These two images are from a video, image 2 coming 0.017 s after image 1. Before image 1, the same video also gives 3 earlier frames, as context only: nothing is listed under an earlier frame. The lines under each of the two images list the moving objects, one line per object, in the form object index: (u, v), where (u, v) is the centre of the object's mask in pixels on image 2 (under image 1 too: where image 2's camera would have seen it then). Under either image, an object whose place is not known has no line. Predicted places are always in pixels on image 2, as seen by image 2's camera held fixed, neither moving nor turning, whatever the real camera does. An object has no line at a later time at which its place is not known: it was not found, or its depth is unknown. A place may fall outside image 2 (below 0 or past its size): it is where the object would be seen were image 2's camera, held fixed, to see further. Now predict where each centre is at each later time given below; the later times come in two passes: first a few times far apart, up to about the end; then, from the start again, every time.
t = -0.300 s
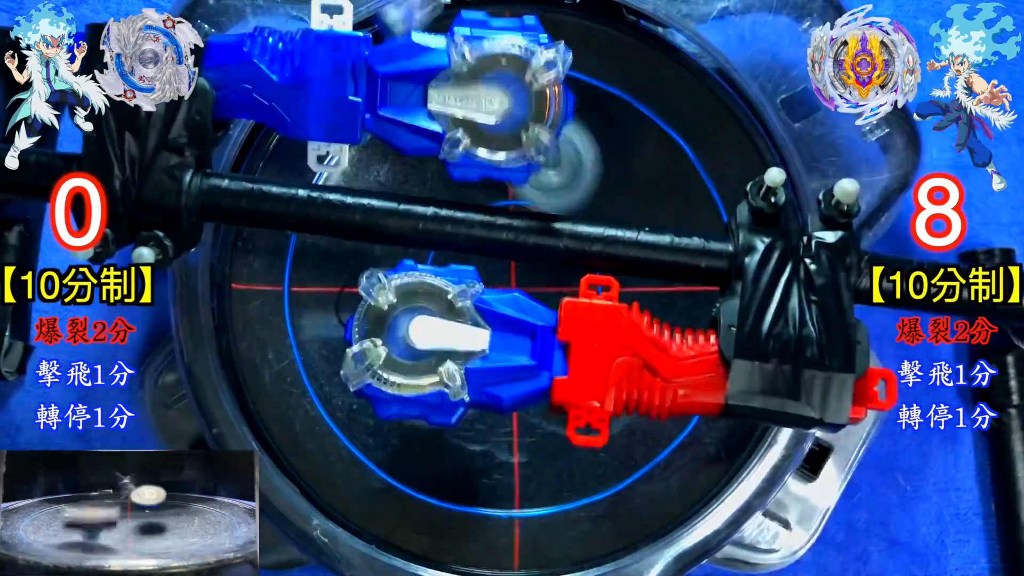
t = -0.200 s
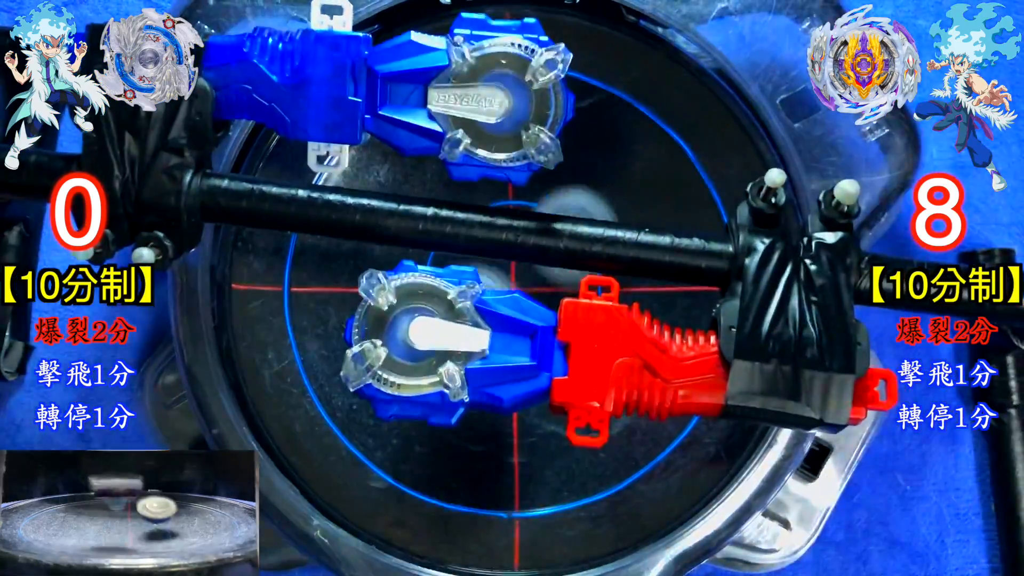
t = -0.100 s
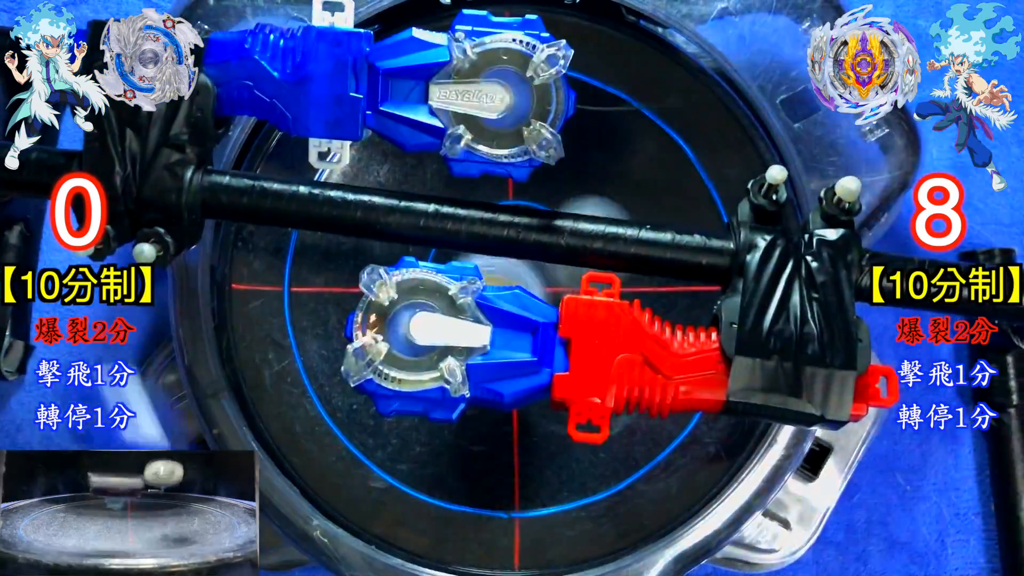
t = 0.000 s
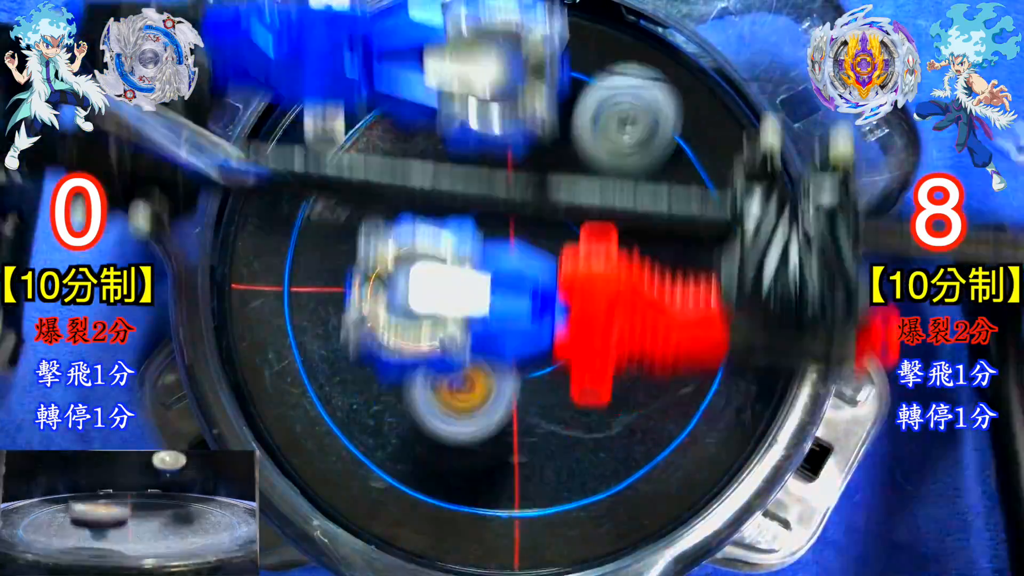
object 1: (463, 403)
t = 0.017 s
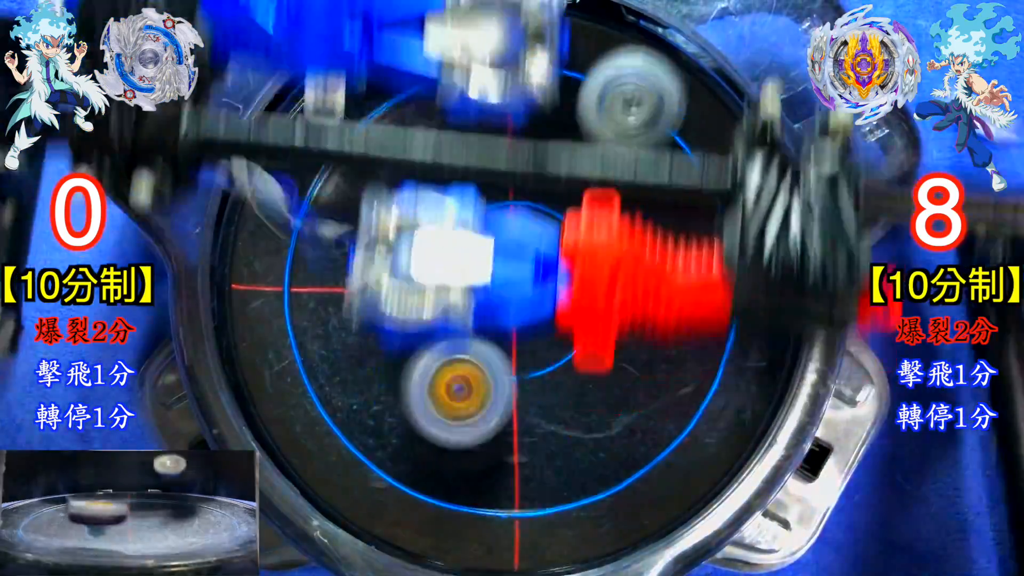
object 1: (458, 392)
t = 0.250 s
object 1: (441, 326)
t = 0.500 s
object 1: (365, 483)
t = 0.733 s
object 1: (300, 305)
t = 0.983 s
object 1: (556, 90)
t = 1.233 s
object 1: (563, 190)
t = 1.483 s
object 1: (487, 382)
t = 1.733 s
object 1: (313, 238)
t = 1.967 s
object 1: (533, 85)
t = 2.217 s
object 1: (688, 366)
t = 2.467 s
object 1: (392, 475)
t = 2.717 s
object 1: (319, 196)
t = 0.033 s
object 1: (454, 391)
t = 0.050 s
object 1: (450, 391)
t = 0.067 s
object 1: (447, 391)
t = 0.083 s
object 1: (444, 391)
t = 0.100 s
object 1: (441, 391)
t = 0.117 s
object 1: (439, 387)
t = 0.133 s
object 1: (435, 381)
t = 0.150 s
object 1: (433, 374)
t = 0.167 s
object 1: (431, 366)
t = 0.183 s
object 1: (432, 357)
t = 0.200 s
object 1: (433, 348)
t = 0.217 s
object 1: (436, 338)
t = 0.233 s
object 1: (440, 327)
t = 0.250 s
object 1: (441, 326)
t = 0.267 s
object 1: (428, 354)
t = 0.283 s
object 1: (413, 382)
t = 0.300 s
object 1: (400, 408)
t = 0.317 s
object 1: (385, 431)
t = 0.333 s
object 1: (371, 454)
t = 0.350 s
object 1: (365, 465)
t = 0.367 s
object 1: (364, 469)
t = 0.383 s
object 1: (362, 473)
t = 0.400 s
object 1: (362, 477)
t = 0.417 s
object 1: (363, 480)
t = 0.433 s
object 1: (364, 483)
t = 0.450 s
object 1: (364, 485)
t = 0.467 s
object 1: (364, 485)
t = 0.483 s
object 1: (365, 484)
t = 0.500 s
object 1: (365, 483)
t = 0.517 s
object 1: (365, 482)
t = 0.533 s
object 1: (365, 479)
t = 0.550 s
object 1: (364, 478)
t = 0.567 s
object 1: (363, 475)
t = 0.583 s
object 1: (362, 473)
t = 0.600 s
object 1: (345, 470)
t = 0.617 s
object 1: (320, 460)
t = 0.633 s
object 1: (308, 443)
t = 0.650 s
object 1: (300, 421)
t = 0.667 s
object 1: (295, 400)
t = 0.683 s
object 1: (291, 376)
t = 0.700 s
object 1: (292, 353)
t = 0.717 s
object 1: (296, 330)
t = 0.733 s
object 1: (300, 305)
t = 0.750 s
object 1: (308, 281)
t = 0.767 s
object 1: (318, 258)
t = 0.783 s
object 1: (332, 235)
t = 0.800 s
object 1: (348, 214)
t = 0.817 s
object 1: (365, 192)
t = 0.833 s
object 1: (384, 172)
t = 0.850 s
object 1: (402, 156)
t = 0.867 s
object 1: (423, 140)
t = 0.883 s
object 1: (443, 128)
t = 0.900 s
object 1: (465, 117)
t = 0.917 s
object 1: (487, 108)
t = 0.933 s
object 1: (511, 101)
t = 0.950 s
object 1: (537, 98)
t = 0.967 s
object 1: (555, 94)
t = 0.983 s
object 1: (556, 90)
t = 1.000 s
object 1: (553, 87)
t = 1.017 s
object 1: (553, 85)
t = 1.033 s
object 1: (552, 86)
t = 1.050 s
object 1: (550, 88)
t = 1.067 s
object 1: (549, 92)
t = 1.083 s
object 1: (549, 97)
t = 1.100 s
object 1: (548, 104)
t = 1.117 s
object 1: (547, 113)
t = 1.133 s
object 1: (548, 122)
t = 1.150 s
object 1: (549, 131)
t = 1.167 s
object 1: (550, 143)
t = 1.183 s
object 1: (552, 154)
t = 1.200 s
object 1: (554, 166)
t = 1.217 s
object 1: (558, 178)
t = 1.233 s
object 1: (563, 190)
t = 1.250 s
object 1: (568, 202)
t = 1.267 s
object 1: (573, 215)
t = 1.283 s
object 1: (577, 227)
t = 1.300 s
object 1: (580, 240)
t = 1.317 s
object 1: (581, 255)
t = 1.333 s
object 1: (580, 269)
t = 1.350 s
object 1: (577, 286)
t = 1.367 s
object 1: (573, 301)
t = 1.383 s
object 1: (566, 316)
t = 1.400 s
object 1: (557, 331)
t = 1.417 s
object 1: (546, 344)
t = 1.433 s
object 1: (533, 356)
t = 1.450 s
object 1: (519, 366)
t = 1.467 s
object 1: (503, 375)
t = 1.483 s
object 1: (487, 382)
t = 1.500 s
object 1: (470, 387)
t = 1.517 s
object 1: (452, 388)
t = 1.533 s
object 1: (434, 388)
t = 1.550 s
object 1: (417, 385)
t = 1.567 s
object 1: (401, 380)
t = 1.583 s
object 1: (384, 372)
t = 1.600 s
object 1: (369, 363)
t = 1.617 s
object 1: (357, 353)
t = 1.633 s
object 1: (345, 340)
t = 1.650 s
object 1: (334, 325)
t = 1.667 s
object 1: (325, 309)
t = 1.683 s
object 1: (318, 292)
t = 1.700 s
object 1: (313, 275)
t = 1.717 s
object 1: (312, 257)
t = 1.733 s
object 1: (313, 238)
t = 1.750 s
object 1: (314, 220)
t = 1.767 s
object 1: (320, 202)
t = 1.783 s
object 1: (328, 183)
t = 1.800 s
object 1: (339, 165)
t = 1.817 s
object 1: (352, 147)
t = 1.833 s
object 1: (367, 131)
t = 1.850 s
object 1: (383, 117)
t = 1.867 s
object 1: (403, 105)
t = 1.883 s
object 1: (422, 96)
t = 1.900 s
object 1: (442, 88)
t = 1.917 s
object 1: (463, 82)
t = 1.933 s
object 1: (486, 81)
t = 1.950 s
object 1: (510, 81)
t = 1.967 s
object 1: (533, 85)
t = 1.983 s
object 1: (556, 91)
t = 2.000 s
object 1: (577, 100)
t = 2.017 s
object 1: (598, 113)
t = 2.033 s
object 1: (617, 127)
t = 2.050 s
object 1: (635, 143)
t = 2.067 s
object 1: (651, 160)
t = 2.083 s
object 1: (664, 179)
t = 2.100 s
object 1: (674, 201)
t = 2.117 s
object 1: (684, 223)
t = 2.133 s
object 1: (691, 246)
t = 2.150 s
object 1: (695, 271)
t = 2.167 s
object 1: (697, 295)
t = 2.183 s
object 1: (697, 320)
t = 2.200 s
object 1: (694, 344)
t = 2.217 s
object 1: (688, 366)
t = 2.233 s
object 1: (680, 388)
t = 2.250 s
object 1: (670, 409)
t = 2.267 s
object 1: (658, 429)
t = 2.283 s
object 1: (644, 448)
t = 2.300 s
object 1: (628, 466)
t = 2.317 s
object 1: (609, 480)
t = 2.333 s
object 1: (589, 493)
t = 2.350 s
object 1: (568, 503)
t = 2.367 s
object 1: (545, 512)
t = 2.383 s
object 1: (519, 510)
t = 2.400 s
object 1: (492, 506)
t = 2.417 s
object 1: (462, 502)
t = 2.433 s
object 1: (439, 497)
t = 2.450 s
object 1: (414, 489)
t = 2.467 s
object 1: (392, 475)
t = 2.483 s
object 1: (372, 460)
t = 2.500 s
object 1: (354, 445)
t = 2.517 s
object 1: (338, 429)
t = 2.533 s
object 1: (324, 411)
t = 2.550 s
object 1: (313, 393)
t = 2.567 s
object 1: (305, 372)
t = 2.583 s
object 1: (298, 354)
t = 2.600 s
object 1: (294, 333)
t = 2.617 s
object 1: (291, 312)
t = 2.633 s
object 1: (290, 292)
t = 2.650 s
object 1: (292, 272)
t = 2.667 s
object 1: (295, 253)
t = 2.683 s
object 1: (301, 232)
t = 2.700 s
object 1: (309, 214)
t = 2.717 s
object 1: (319, 196)
